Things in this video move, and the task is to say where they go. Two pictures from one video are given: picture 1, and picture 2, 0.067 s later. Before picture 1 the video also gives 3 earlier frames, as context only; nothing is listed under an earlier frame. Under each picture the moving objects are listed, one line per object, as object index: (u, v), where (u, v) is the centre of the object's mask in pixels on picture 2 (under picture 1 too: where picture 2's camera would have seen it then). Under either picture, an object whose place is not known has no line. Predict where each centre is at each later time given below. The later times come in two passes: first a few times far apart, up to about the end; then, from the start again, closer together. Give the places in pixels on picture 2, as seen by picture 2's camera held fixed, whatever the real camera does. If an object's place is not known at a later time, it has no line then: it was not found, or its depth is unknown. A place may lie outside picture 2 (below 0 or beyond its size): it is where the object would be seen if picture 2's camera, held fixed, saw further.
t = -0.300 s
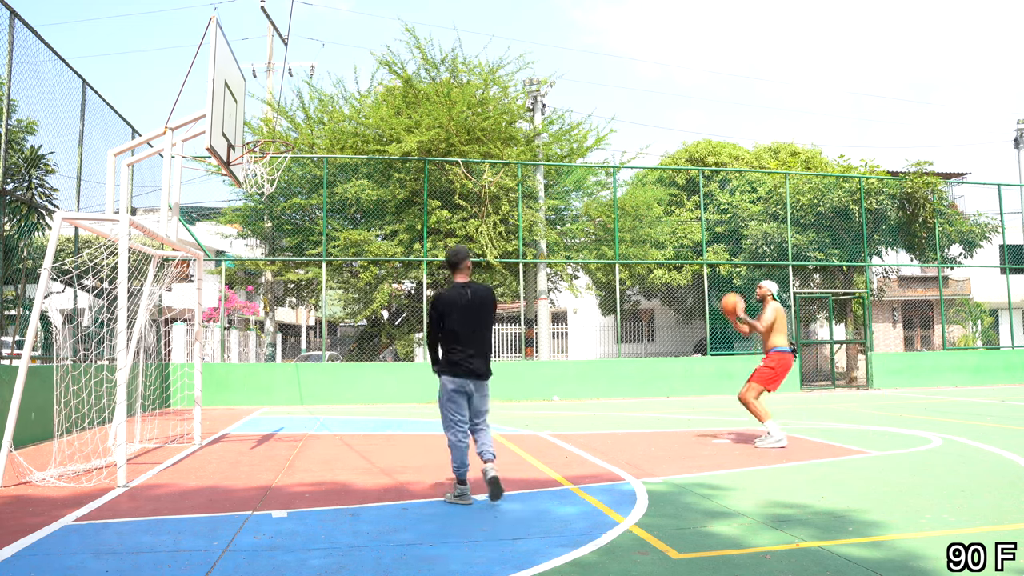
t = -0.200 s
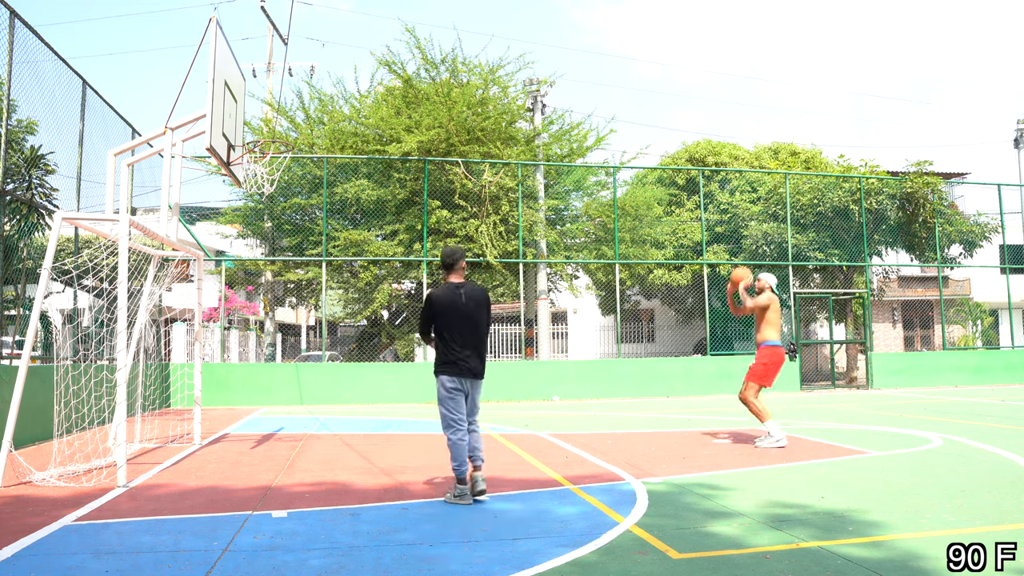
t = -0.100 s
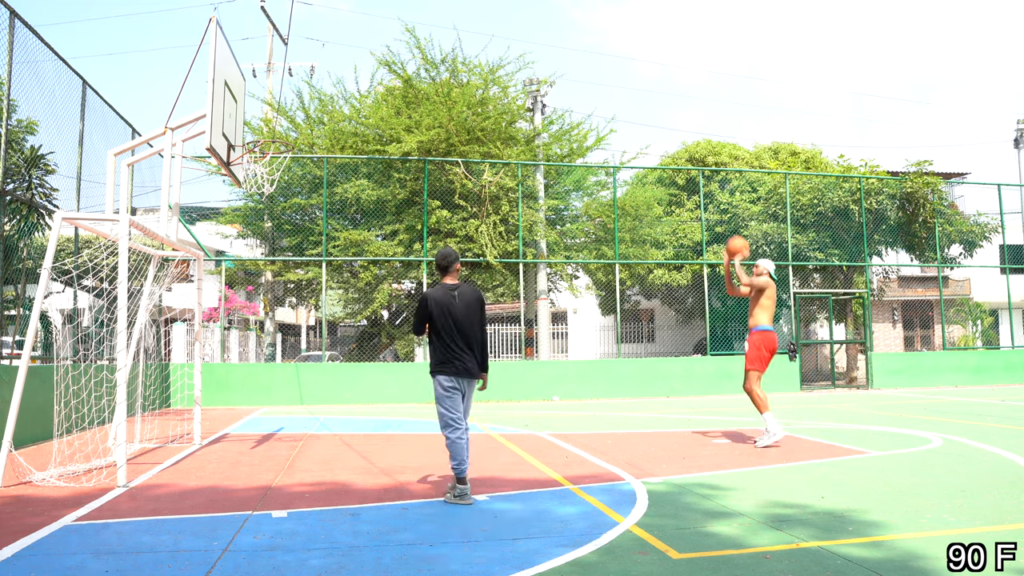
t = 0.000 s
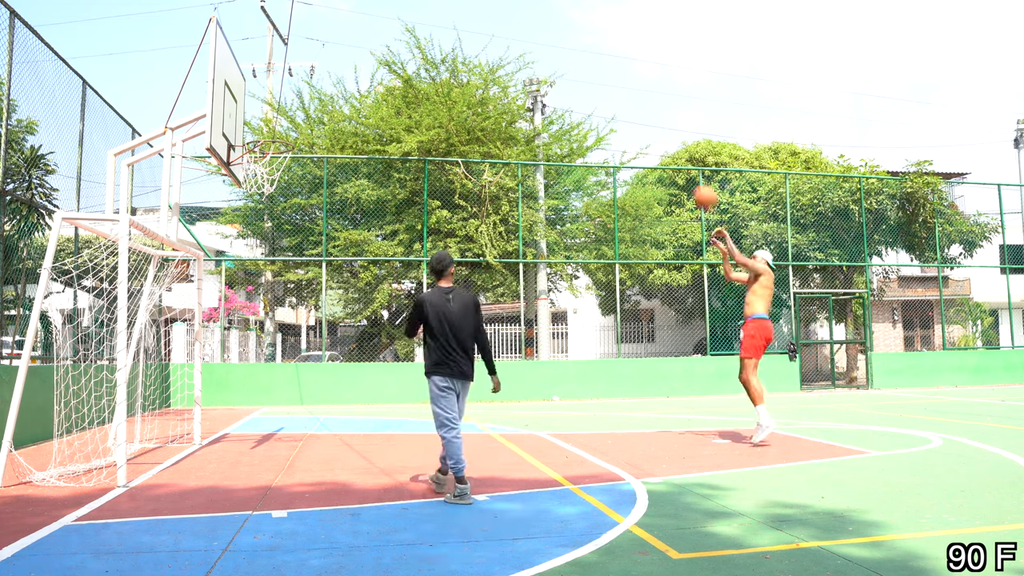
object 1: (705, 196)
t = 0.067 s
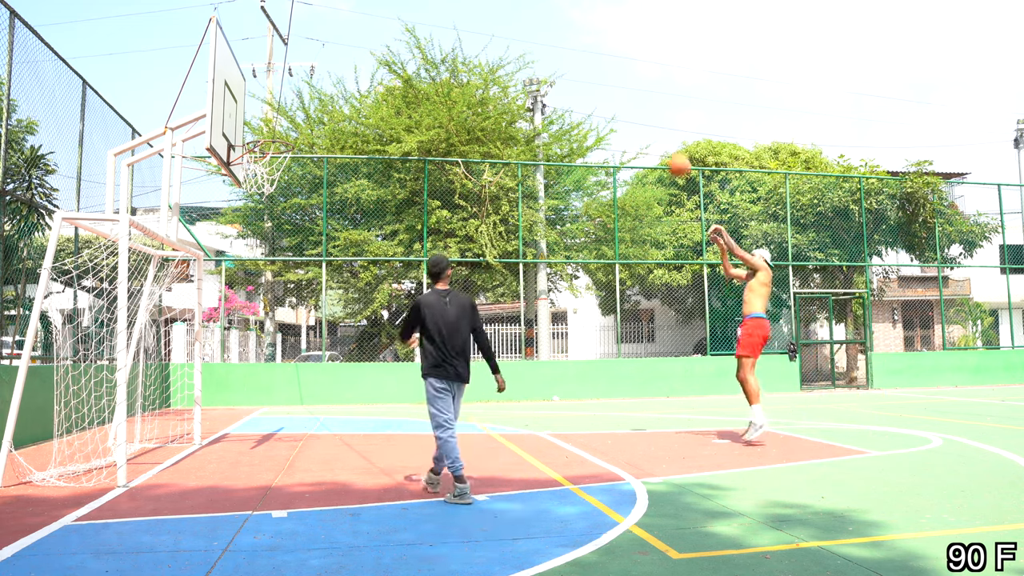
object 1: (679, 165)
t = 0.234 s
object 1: (613, 103)
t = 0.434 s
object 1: (536, 59)
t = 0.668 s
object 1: (444, 52)
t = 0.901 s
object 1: (350, 96)
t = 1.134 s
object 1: (332, 132)
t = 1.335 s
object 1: (391, 139)
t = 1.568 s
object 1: (455, 187)
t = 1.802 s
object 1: (511, 275)
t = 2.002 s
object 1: (556, 379)
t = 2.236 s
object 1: (589, 354)
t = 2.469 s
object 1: (613, 287)
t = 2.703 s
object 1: (637, 263)
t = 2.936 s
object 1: (660, 277)
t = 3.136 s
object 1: (681, 318)
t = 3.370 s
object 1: (703, 397)
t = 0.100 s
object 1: (666, 152)
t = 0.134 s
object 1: (652, 138)
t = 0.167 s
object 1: (639, 125)
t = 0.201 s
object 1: (625, 114)
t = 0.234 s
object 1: (613, 103)
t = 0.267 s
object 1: (600, 93)
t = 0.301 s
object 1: (587, 84)
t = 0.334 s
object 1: (574, 76)
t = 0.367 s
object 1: (561, 69)
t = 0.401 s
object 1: (549, 63)
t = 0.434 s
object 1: (536, 59)
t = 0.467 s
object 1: (523, 54)
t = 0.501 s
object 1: (510, 52)
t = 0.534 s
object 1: (497, 50)
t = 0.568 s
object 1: (484, 49)
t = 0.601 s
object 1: (471, 49)
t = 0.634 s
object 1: (457, 50)
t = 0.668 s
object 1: (444, 52)
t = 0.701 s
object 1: (431, 55)
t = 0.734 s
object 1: (418, 58)
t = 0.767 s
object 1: (404, 64)
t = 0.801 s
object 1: (391, 70)
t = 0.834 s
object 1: (378, 77)
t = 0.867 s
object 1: (365, 86)
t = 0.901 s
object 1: (350, 96)
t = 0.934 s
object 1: (336, 106)
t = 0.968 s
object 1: (324, 117)
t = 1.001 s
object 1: (310, 131)
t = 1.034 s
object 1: (300, 143)
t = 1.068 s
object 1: (310, 138)
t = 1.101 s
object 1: (321, 135)
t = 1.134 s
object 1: (332, 132)
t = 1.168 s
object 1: (343, 131)
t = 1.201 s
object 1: (352, 131)
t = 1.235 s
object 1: (363, 131)
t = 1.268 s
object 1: (372, 133)
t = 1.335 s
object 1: (391, 139)
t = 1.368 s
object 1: (400, 143)
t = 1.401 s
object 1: (410, 148)
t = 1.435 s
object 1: (419, 154)
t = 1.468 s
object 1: (429, 161)
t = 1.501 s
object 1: (437, 169)
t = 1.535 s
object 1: (445, 177)
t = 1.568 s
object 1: (455, 187)
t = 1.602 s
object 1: (463, 197)
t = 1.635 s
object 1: (471, 208)
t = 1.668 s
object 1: (479, 220)
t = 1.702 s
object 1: (487, 232)
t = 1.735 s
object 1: (496, 246)
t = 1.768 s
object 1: (503, 261)
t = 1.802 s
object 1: (511, 275)
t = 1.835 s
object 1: (519, 291)
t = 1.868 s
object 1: (527, 308)
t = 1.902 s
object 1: (532, 324)
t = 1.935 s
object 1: (541, 341)
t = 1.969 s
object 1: (549, 361)
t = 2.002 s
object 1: (556, 379)
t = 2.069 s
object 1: (570, 420)
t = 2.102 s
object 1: (575, 413)
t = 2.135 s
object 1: (578, 395)
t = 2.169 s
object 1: (582, 381)
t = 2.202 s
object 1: (585, 367)
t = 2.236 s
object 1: (589, 354)
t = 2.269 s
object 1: (593, 341)
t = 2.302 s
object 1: (596, 330)
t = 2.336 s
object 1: (600, 319)
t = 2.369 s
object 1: (604, 309)
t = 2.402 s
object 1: (607, 301)
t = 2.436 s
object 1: (610, 294)
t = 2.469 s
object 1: (613, 287)
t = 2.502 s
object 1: (617, 281)
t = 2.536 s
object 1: (620, 276)
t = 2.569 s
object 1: (624, 272)
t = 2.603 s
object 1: (627, 268)
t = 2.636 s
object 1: (630, 266)
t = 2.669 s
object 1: (634, 264)
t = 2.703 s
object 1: (637, 263)
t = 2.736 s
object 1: (640, 263)
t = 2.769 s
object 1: (644, 264)
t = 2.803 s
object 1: (647, 265)
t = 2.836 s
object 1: (651, 267)
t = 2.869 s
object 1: (654, 270)
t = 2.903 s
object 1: (657, 273)
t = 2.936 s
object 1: (660, 277)
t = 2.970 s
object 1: (664, 283)
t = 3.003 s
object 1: (667, 289)
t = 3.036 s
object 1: (671, 295)
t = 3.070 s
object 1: (674, 302)
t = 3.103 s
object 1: (678, 310)
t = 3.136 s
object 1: (681, 318)
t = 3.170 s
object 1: (684, 328)
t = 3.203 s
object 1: (687, 338)
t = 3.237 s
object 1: (691, 348)
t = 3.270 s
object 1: (693, 360)
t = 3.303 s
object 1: (697, 372)
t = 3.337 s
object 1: (700, 384)
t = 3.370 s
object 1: (703, 397)
